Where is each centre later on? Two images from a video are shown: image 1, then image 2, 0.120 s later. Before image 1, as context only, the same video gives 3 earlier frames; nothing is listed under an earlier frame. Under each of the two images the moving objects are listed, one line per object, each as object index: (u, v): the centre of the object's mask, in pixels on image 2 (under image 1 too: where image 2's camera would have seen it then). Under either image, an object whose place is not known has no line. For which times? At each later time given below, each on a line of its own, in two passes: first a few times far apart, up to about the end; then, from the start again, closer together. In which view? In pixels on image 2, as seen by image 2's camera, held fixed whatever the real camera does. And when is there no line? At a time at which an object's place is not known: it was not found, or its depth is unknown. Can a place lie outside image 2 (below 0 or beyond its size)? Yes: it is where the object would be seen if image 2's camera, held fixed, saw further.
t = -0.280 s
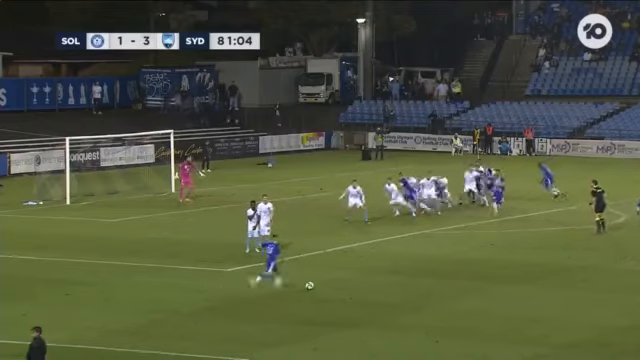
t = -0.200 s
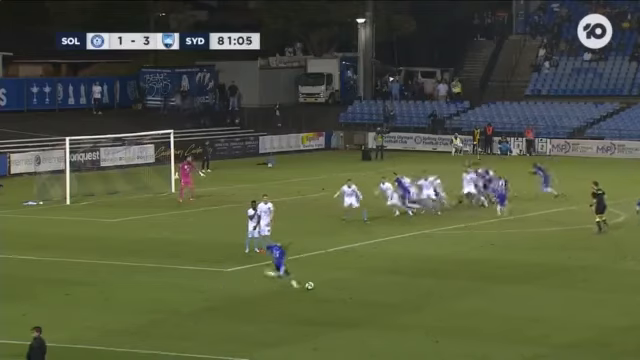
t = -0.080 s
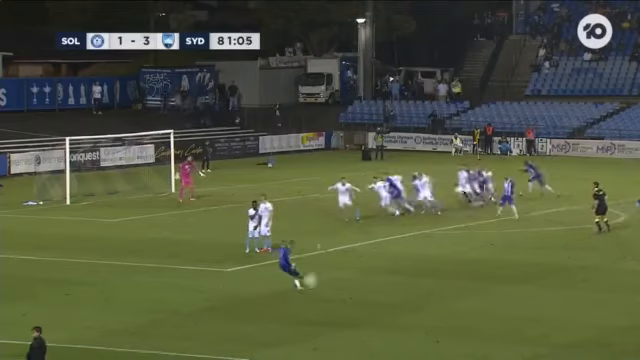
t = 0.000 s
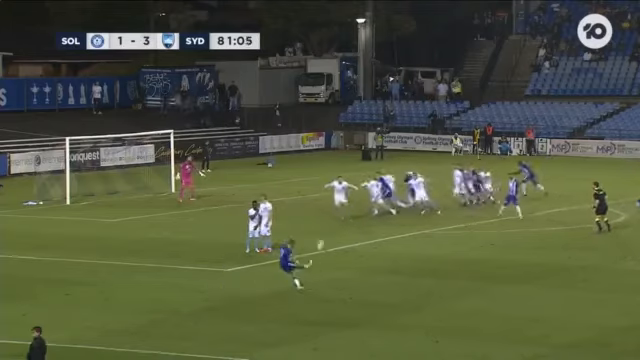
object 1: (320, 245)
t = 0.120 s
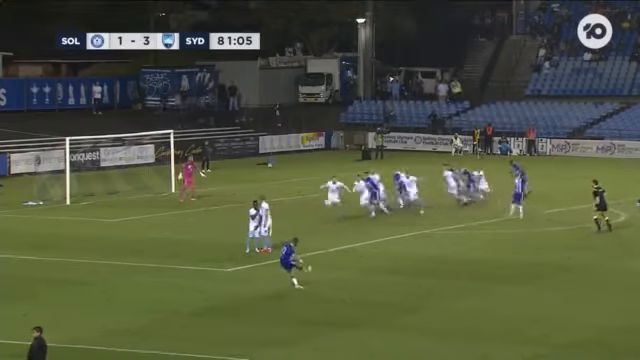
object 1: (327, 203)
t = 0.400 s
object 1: (330, 140)
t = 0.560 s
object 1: (325, 121)
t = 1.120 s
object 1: (290, 126)
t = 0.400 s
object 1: (330, 140)
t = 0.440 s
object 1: (330, 133)
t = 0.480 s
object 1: (328, 128)
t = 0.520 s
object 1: (327, 124)
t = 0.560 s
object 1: (325, 121)
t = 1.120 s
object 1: (290, 126)
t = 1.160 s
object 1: (286, 130)
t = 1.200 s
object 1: (283, 135)
